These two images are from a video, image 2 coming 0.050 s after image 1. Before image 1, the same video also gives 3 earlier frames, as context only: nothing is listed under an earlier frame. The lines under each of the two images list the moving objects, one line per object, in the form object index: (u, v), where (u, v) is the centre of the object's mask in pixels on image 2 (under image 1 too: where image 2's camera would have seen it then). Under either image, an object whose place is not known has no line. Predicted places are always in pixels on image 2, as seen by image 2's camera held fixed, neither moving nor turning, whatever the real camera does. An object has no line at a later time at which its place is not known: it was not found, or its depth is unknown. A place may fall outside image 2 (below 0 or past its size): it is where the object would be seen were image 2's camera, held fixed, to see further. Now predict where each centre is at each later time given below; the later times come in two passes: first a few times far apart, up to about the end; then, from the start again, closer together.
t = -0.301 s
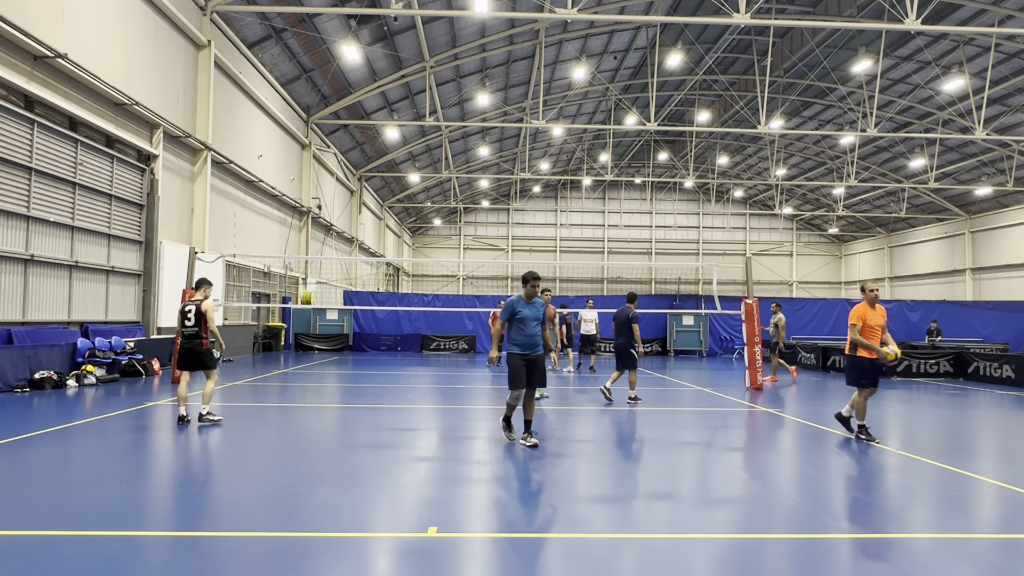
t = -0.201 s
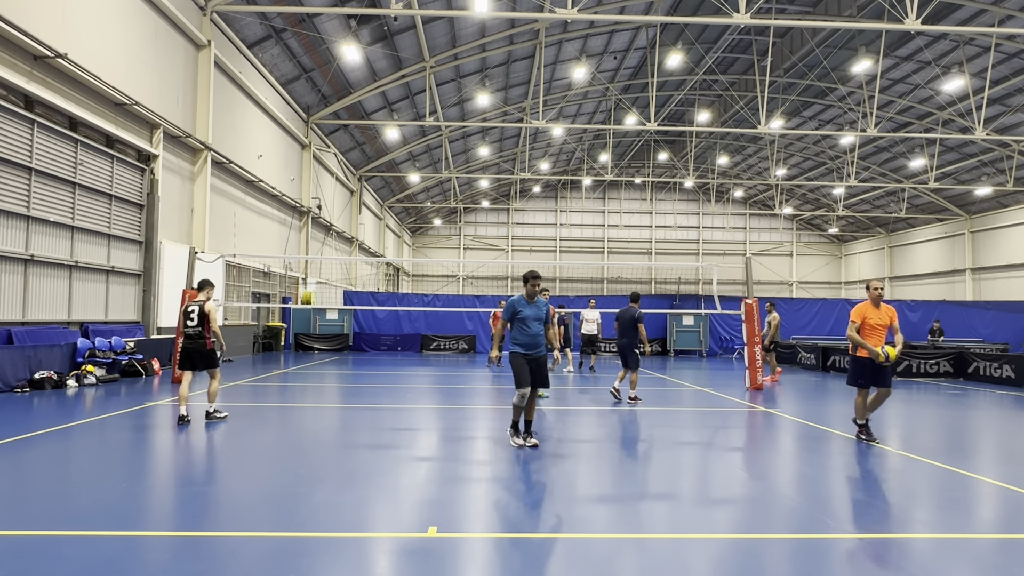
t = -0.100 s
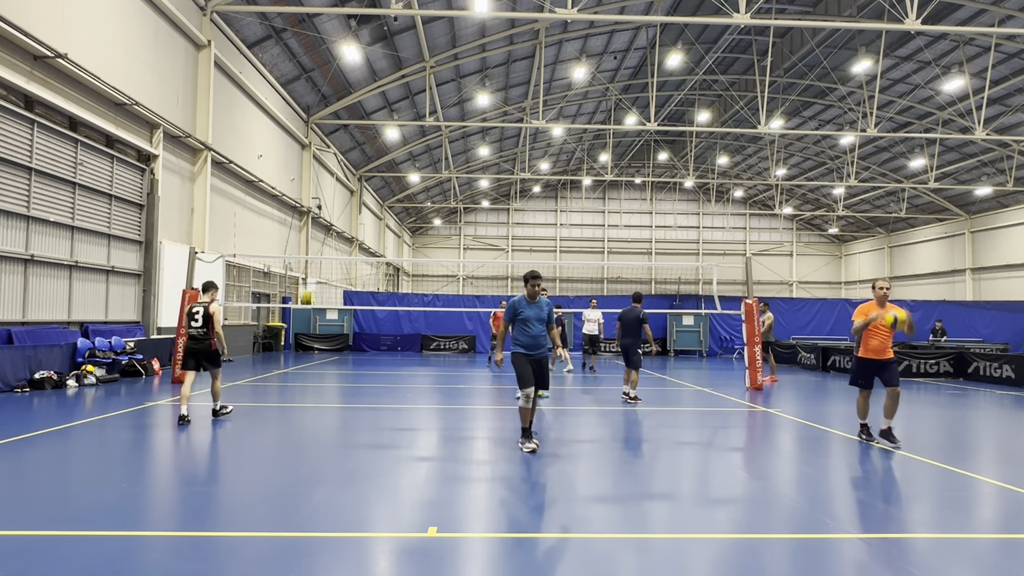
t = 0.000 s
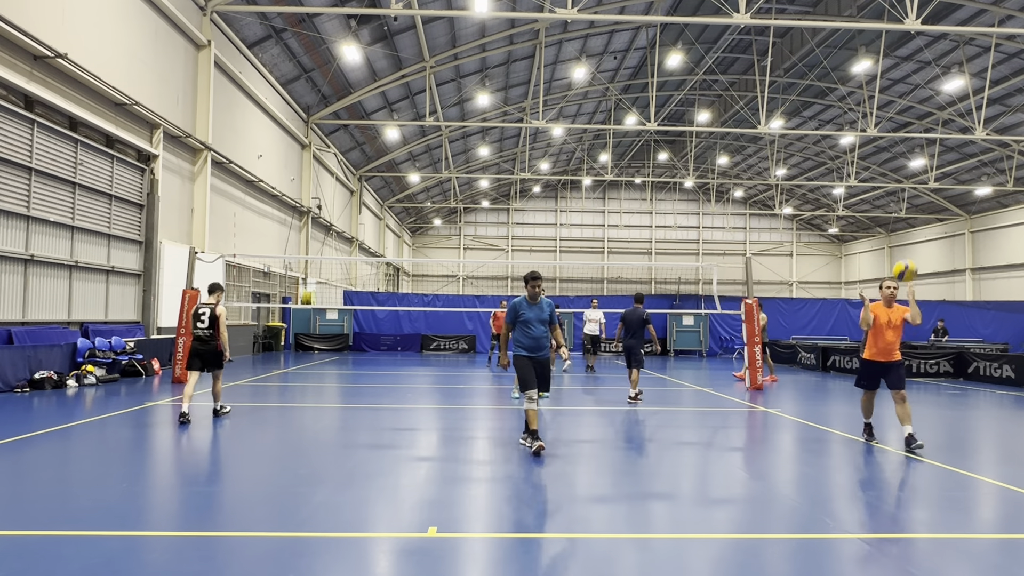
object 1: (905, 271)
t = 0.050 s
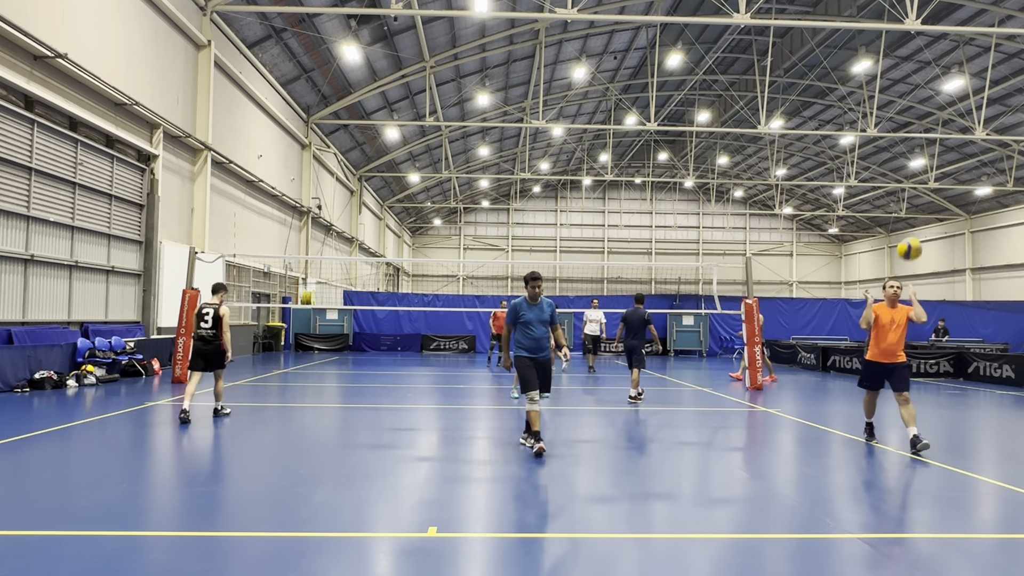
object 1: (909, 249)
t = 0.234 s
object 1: (926, 184)
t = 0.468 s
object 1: (951, 144)
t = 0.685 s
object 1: (981, 163)
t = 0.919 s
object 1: (1013, 266)
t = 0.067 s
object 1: (911, 242)
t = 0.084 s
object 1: (913, 235)
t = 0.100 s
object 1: (914, 228)
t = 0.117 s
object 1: (915, 222)
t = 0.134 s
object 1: (917, 216)
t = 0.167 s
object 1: (920, 205)
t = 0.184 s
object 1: (921, 199)
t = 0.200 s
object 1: (923, 195)
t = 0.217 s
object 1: (925, 189)
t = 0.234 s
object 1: (926, 184)
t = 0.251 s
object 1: (928, 180)
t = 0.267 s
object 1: (930, 175)
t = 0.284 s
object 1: (932, 172)
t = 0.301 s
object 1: (933, 168)
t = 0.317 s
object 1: (935, 164)
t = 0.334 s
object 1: (937, 161)
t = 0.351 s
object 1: (939, 158)
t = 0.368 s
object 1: (940, 155)
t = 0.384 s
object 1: (942, 153)
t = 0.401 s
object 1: (944, 151)
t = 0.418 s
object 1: (946, 148)
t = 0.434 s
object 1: (948, 147)
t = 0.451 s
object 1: (949, 146)
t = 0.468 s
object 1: (951, 144)
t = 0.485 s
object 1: (953, 144)
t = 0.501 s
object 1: (956, 144)
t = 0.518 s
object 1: (958, 143)
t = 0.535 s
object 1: (960, 144)
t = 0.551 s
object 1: (962, 144)
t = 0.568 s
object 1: (964, 144)
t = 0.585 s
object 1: (966, 147)
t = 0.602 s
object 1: (969, 148)
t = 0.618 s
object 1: (971, 150)
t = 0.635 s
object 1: (973, 153)
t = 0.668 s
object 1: (978, 158)
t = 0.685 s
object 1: (981, 163)
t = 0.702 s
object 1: (984, 166)
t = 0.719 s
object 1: (986, 170)
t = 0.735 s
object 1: (988, 176)
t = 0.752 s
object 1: (991, 182)
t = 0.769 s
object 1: (993, 186)
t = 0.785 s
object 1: (996, 194)
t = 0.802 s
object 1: (999, 201)
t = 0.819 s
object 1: (1002, 208)
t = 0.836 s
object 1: (1005, 216)
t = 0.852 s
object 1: (1007, 224)
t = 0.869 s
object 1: (1008, 234)
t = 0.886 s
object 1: (1010, 243)
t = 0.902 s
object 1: (1012, 256)
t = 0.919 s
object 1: (1013, 266)
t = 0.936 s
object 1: (1014, 277)
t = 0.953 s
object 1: (1016, 291)
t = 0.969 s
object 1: (1018, 303)
